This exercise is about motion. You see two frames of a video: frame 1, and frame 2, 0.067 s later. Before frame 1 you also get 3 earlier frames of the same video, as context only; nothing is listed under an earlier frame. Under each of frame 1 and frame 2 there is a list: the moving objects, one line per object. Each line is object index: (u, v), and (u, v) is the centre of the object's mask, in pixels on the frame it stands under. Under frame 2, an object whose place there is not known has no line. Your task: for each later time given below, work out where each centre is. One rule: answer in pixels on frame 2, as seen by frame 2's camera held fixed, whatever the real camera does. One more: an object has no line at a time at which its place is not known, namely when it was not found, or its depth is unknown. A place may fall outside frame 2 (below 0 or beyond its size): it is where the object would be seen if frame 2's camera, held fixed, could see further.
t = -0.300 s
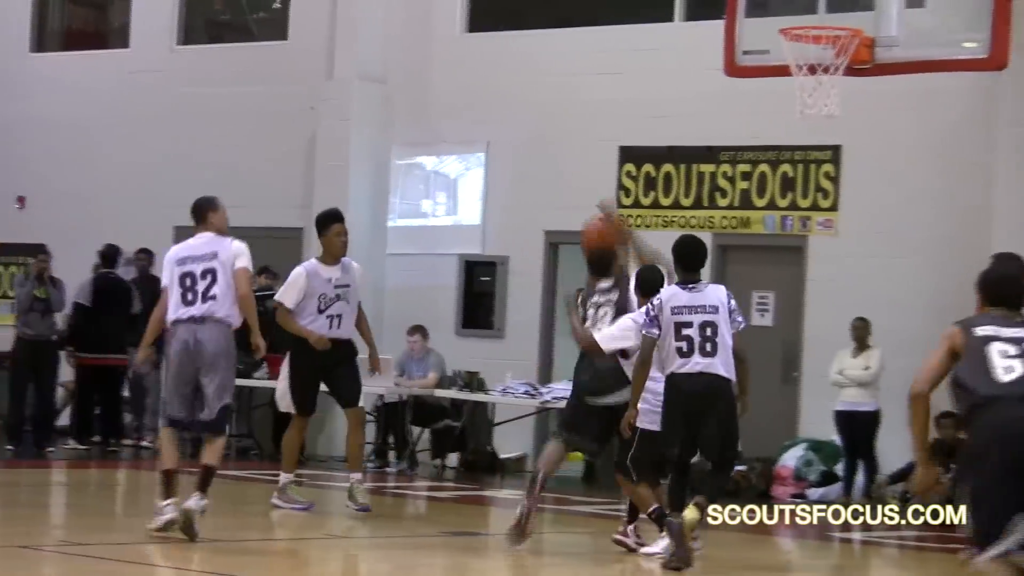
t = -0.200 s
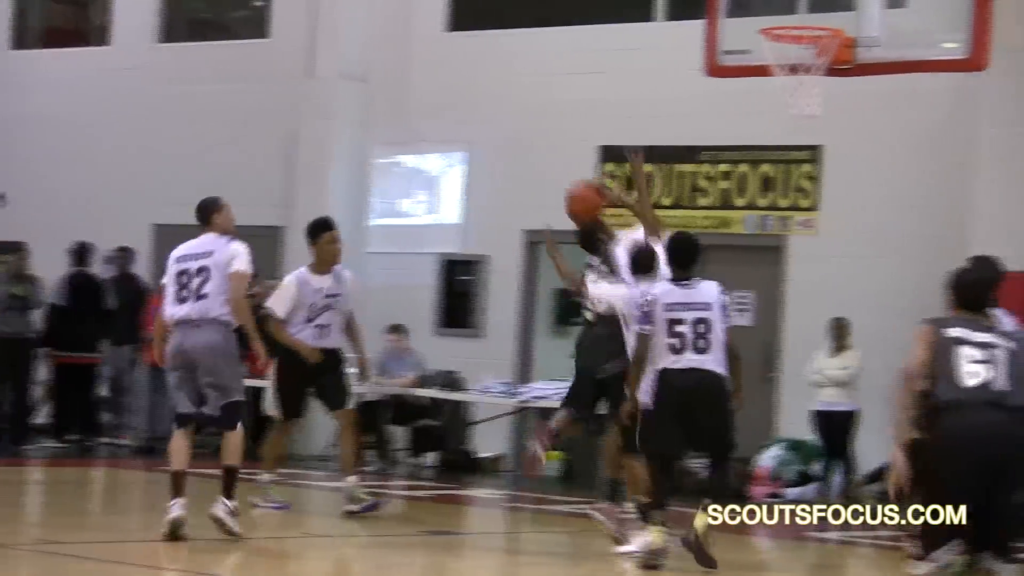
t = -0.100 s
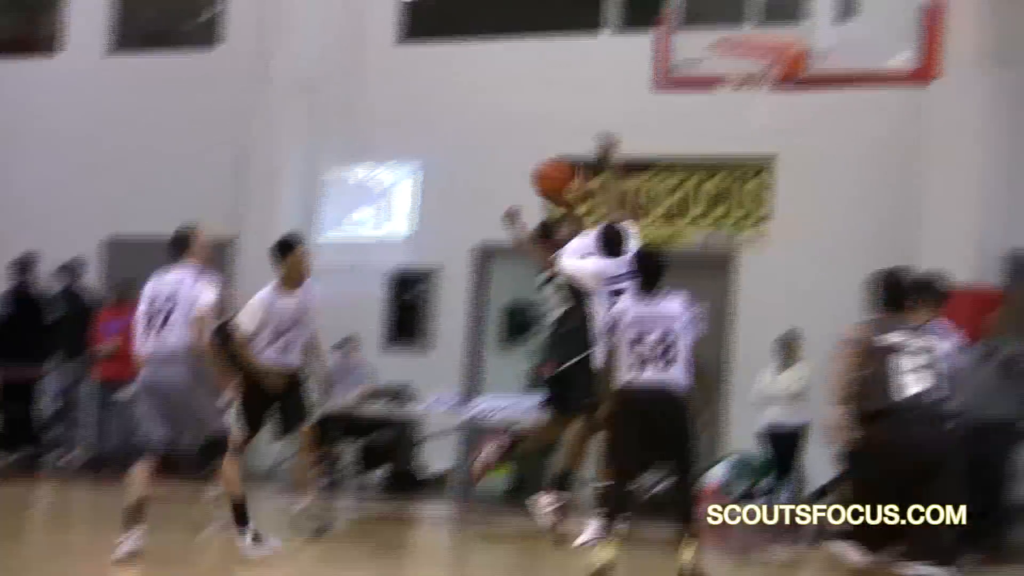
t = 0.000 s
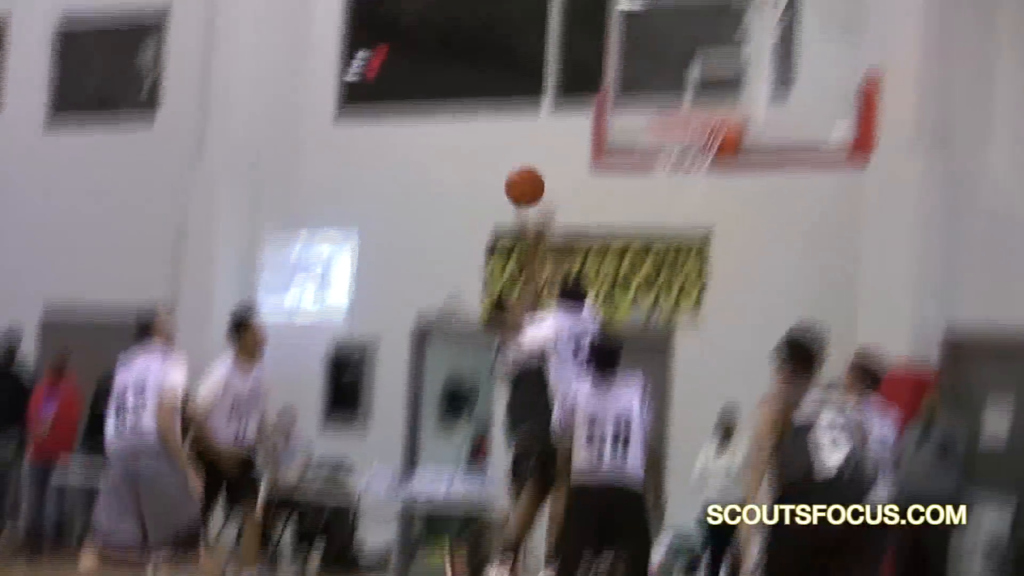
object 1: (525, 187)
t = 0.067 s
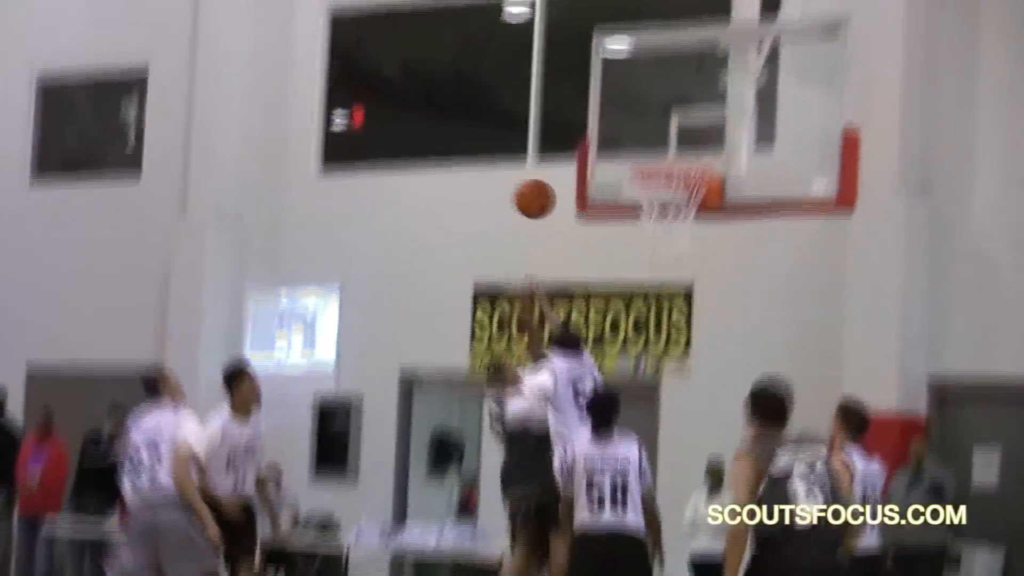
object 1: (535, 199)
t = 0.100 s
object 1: (547, 181)
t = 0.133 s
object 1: (559, 165)
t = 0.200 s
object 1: (585, 140)
